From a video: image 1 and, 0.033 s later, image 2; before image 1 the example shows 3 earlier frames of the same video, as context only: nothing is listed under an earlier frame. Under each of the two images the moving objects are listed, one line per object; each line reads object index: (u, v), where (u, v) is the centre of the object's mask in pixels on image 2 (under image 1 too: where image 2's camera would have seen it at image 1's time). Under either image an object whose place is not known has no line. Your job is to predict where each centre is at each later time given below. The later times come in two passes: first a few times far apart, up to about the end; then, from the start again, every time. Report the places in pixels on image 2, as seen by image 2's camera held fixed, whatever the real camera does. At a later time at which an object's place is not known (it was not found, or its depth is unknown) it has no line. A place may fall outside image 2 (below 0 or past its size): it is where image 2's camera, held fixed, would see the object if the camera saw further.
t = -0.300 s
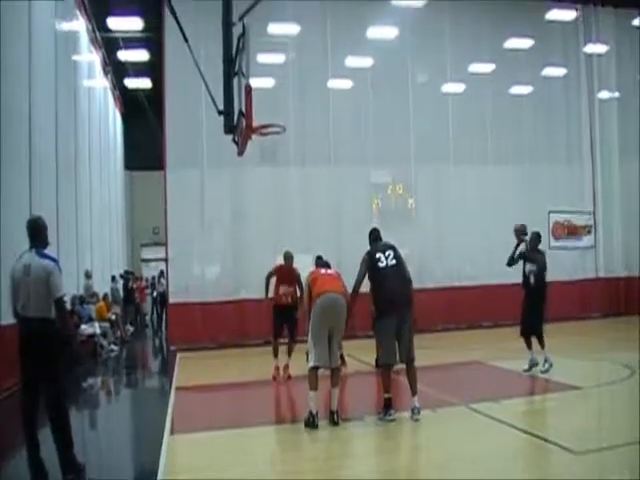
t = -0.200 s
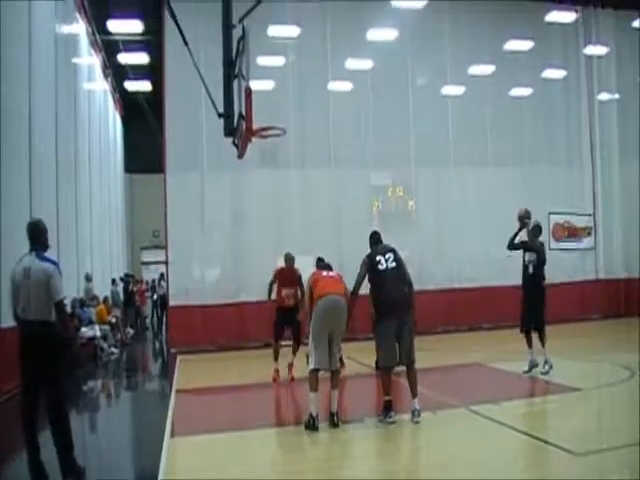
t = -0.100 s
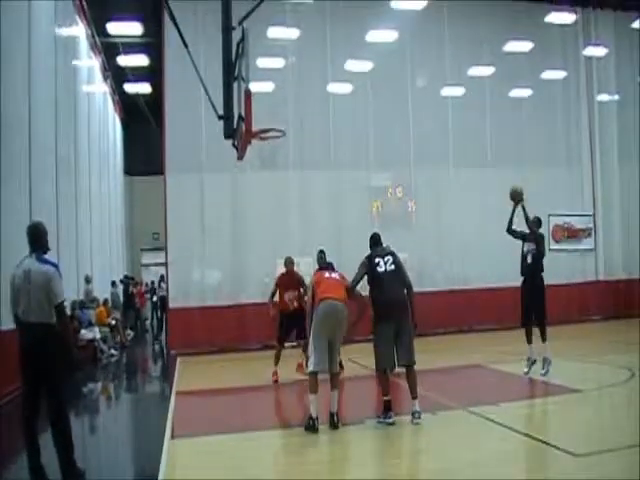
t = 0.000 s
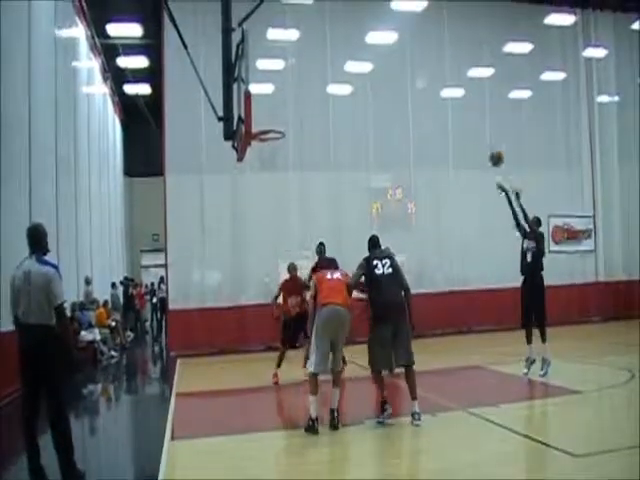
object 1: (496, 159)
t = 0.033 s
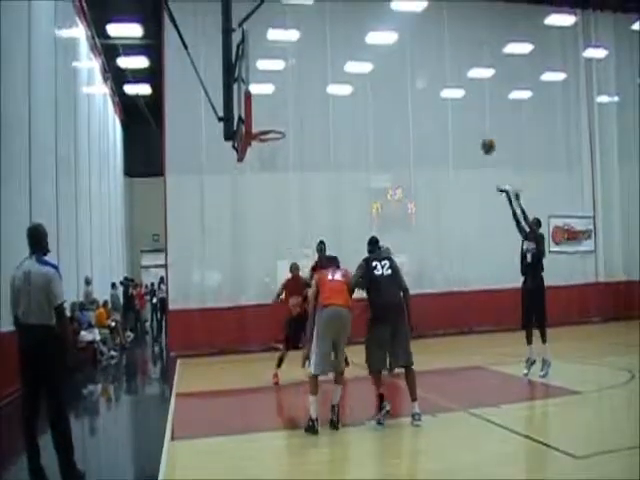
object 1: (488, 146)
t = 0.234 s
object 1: (437, 88)
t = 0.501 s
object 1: (371, 61)
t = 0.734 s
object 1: (311, 84)
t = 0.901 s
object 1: (269, 127)
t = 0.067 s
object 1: (479, 135)
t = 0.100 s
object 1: (471, 123)
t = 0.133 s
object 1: (463, 114)
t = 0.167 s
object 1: (455, 105)
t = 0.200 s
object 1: (446, 95)
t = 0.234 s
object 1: (437, 88)
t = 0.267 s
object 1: (429, 83)
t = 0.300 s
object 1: (421, 77)
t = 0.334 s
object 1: (412, 72)
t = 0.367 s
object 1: (403, 68)
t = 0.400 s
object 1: (395, 65)
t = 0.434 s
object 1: (387, 63)
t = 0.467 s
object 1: (379, 62)
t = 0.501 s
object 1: (371, 61)
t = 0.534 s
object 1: (362, 60)
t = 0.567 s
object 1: (354, 63)
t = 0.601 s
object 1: (344, 65)
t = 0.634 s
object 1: (337, 67)
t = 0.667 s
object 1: (328, 71)
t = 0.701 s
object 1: (320, 78)
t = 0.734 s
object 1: (311, 84)
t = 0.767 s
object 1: (303, 90)
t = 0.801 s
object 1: (294, 98)
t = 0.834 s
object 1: (286, 107)
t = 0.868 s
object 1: (277, 117)
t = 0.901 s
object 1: (269, 127)
